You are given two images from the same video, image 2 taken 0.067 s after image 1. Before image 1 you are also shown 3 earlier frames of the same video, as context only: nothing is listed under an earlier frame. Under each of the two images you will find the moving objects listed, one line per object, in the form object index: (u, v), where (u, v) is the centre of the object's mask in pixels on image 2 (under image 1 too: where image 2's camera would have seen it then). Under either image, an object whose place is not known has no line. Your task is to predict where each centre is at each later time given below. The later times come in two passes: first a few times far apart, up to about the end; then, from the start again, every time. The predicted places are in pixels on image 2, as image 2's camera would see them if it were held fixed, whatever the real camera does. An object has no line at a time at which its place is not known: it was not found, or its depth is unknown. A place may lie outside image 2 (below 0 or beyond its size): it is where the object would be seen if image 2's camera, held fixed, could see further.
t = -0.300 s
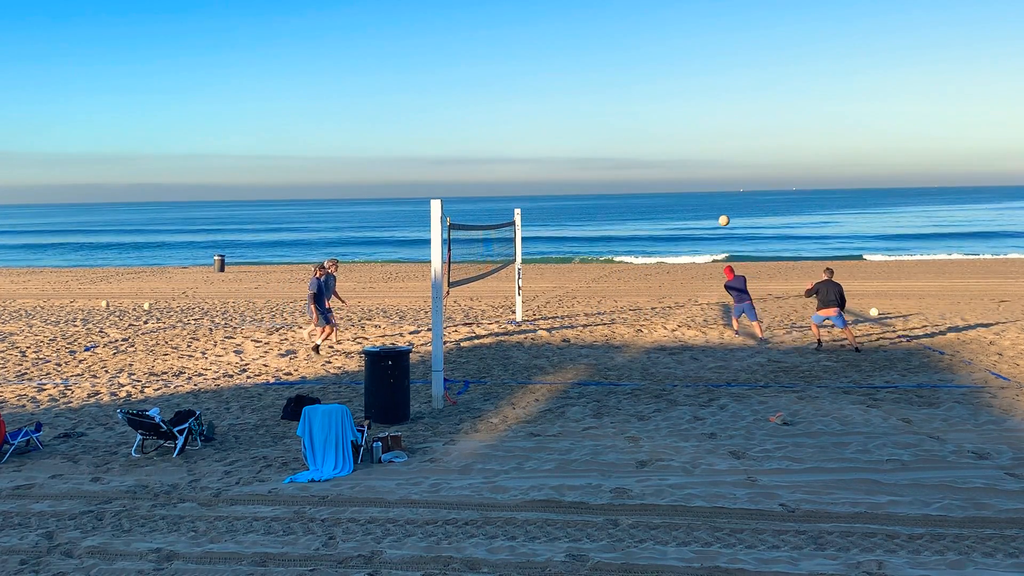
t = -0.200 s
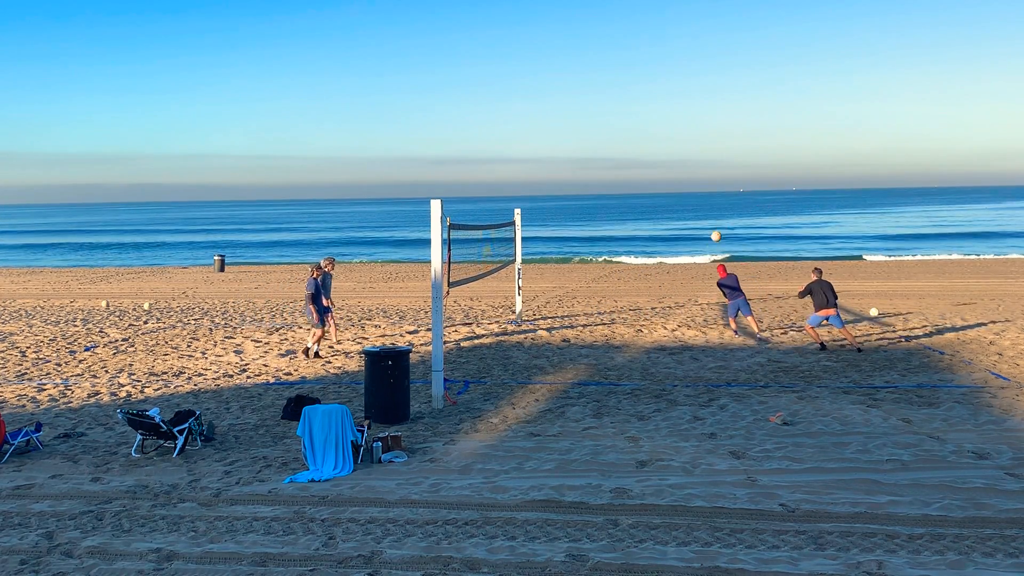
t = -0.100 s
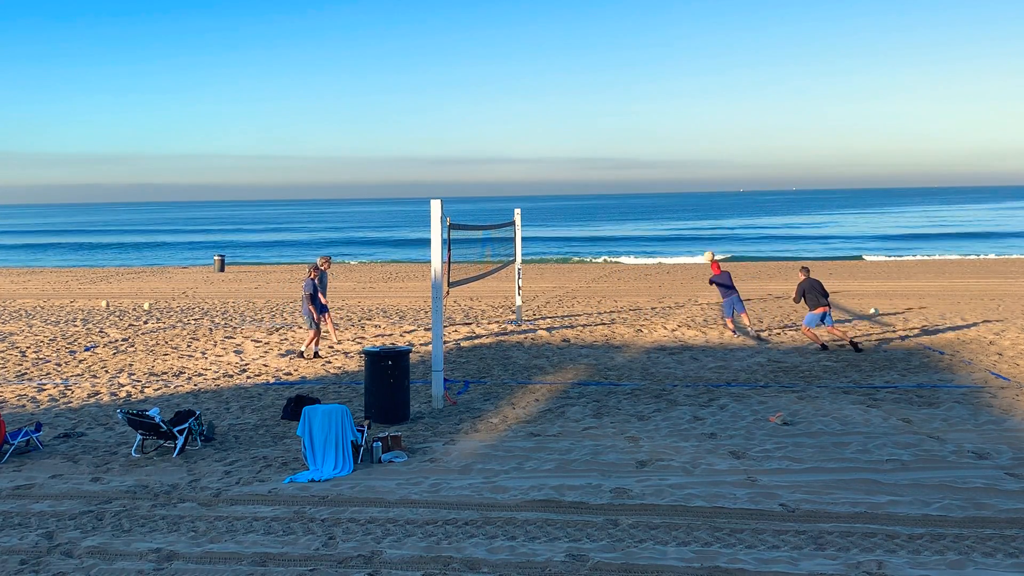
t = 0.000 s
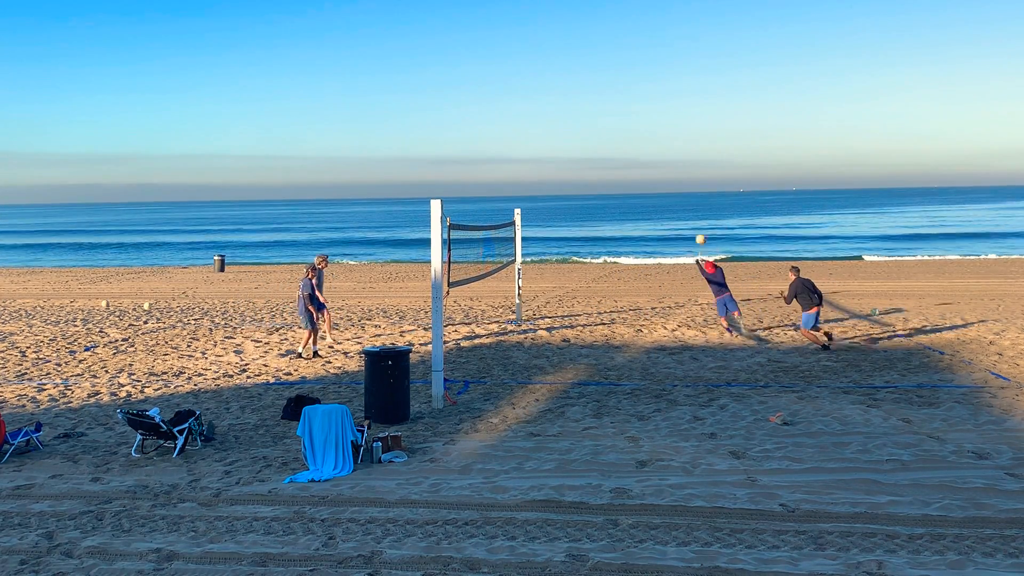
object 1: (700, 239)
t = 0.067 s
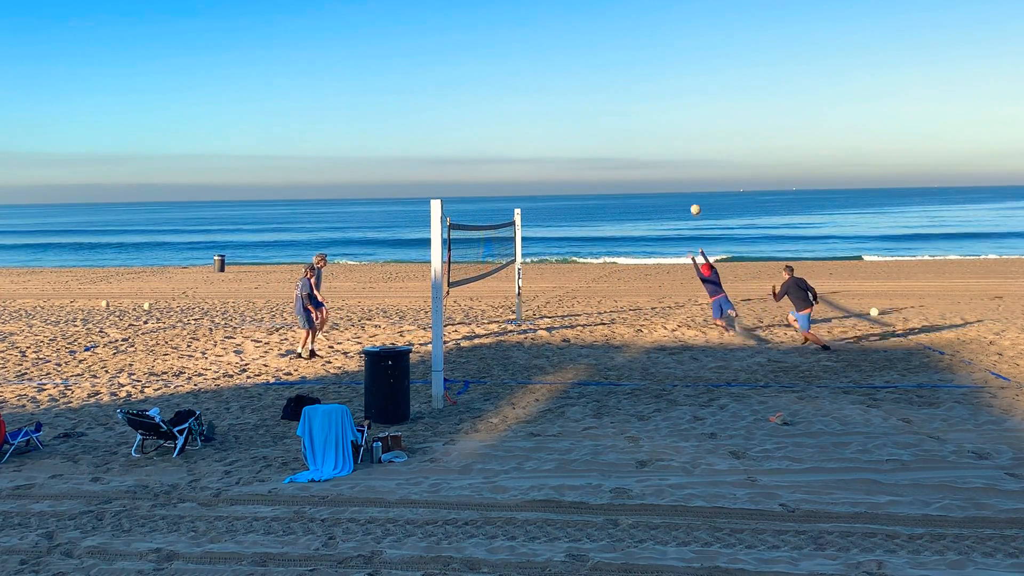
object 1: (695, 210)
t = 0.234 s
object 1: (684, 143)
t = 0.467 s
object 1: (669, 72)
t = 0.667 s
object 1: (656, 34)
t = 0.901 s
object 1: (642, 12)
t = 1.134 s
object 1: (629, 18)
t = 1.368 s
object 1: (617, 49)
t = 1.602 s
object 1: (607, 105)
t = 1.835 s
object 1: (597, 182)
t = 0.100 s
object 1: (693, 195)
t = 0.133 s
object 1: (690, 181)
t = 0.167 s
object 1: (688, 168)
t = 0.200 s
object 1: (686, 155)
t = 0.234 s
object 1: (684, 143)
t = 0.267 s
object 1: (681, 131)
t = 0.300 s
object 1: (679, 120)
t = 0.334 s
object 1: (677, 109)
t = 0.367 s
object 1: (675, 99)
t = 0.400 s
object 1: (673, 90)
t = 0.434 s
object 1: (671, 81)
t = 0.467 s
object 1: (669, 72)
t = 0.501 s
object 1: (667, 65)
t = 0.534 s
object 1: (665, 57)
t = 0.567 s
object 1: (662, 51)
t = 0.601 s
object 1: (660, 44)
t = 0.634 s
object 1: (658, 39)
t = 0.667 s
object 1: (656, 34)
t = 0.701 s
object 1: (654, 29)
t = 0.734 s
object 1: (652, 25)
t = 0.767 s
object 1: (650, 21)
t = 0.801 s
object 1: (648, 18)
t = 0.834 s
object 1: (646, 16)
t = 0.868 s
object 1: (644, 14)
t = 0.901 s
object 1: (642, 12)
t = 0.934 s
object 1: (640, 11)
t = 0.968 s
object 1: (638, 11)
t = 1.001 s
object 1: (636, 11)
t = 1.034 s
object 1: (635, 12)
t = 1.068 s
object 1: (633, 13)
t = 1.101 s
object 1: (631, 15)
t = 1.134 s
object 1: (629, 18)
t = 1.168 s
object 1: (627, 20)
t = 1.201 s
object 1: (626, 24)
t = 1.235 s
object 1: (624, 28)
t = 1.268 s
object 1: (622, 32)
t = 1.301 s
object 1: (620, 37)
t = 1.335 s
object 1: (619, 43)
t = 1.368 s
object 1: (617, 49)
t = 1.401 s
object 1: (615, 55)
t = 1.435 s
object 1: (614, 62)
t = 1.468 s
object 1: (612, 70)
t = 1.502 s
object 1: (611, 78)
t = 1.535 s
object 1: (609, 86)
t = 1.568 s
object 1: (608, 95)
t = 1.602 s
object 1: (607, 105)
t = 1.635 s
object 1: (605, 115)
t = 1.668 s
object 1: (604, 125)
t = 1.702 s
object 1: (603, 135)
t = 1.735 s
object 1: (602, 146)
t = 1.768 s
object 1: (600, 158)
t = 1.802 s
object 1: (599, 170)
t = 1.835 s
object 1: (597, 182)
